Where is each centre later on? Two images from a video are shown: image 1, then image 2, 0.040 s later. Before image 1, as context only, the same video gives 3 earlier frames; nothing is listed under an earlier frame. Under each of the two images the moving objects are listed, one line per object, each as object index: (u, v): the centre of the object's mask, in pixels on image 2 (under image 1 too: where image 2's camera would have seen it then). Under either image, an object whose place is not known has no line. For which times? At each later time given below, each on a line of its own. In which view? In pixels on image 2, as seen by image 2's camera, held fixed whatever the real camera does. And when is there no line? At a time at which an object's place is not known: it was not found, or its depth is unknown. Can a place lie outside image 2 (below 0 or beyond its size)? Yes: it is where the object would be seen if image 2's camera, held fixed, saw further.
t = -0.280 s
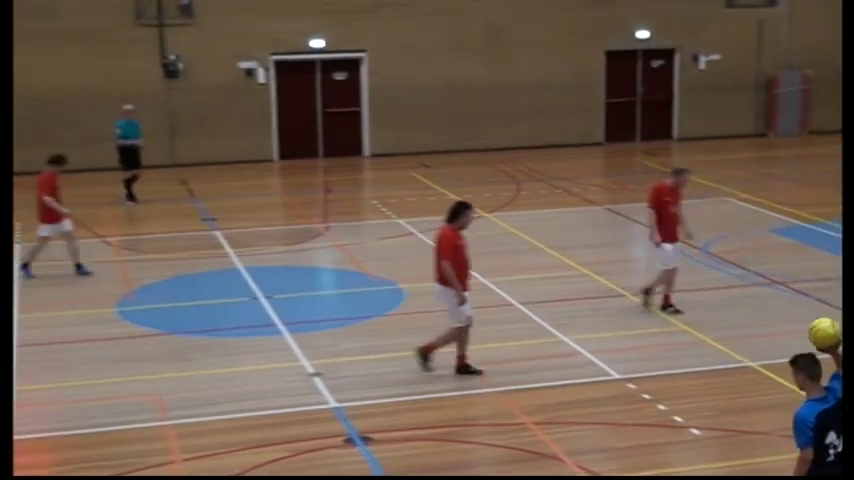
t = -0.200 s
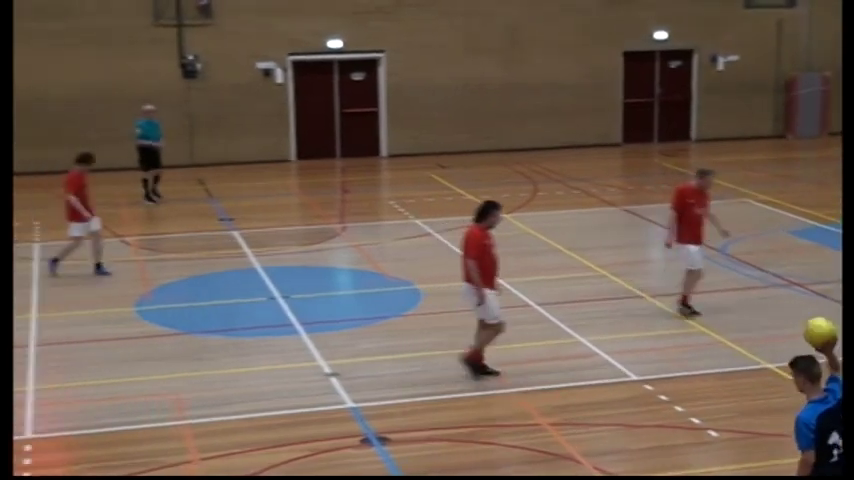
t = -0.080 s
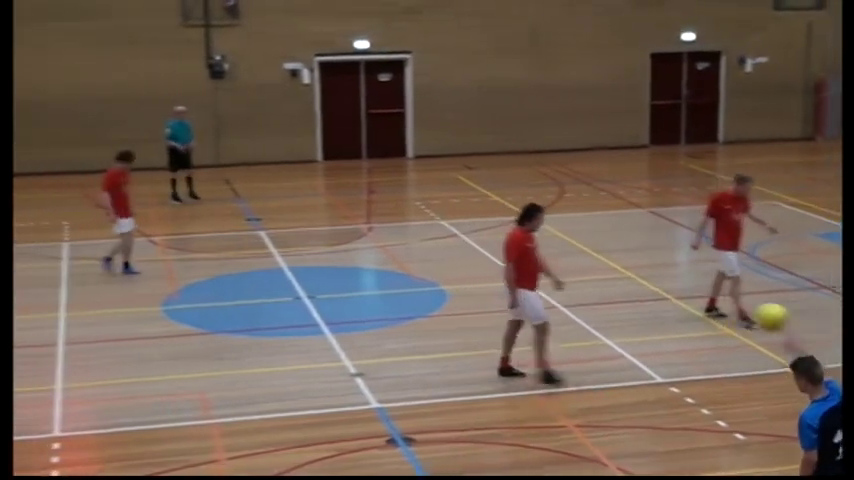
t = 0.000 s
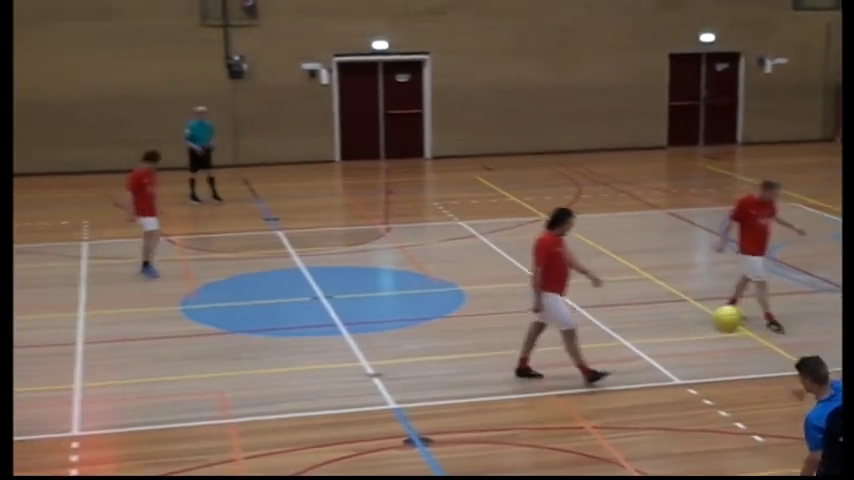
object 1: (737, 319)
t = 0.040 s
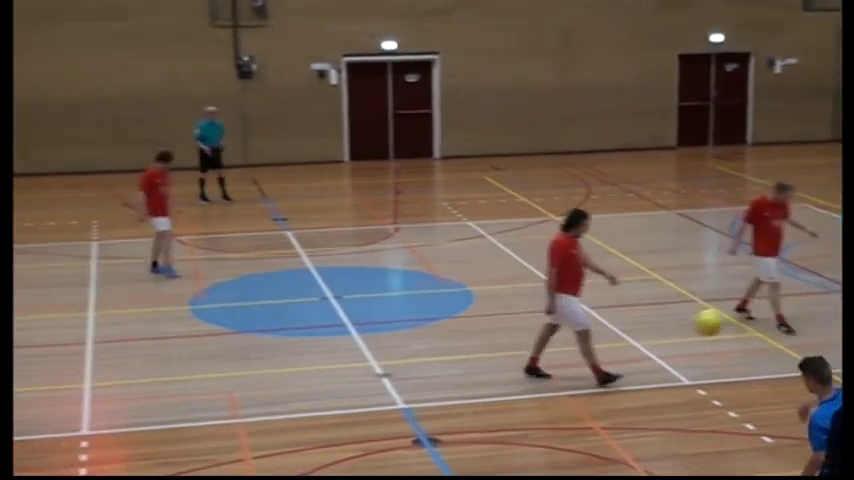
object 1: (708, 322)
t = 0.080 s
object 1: (681, 327)
